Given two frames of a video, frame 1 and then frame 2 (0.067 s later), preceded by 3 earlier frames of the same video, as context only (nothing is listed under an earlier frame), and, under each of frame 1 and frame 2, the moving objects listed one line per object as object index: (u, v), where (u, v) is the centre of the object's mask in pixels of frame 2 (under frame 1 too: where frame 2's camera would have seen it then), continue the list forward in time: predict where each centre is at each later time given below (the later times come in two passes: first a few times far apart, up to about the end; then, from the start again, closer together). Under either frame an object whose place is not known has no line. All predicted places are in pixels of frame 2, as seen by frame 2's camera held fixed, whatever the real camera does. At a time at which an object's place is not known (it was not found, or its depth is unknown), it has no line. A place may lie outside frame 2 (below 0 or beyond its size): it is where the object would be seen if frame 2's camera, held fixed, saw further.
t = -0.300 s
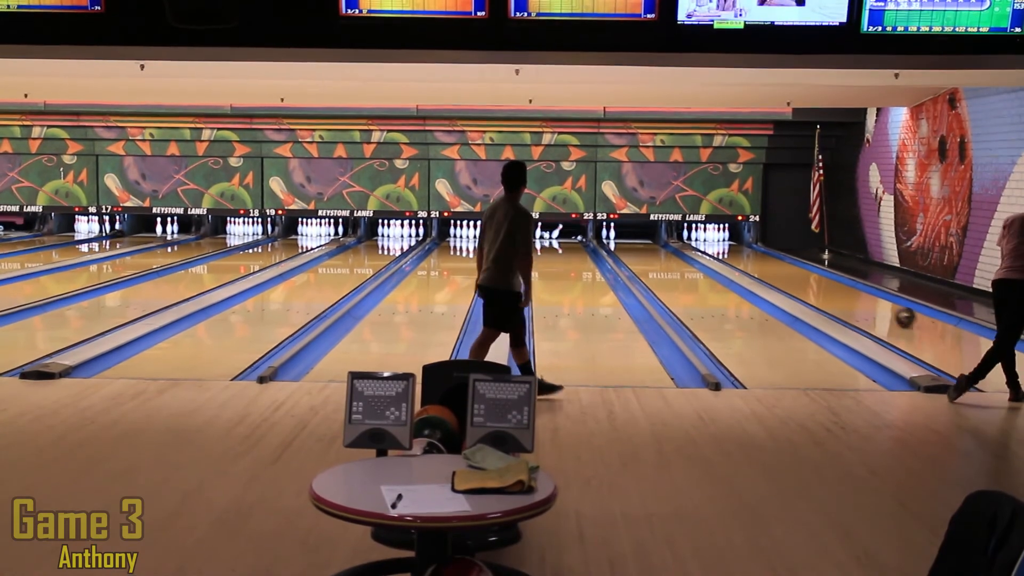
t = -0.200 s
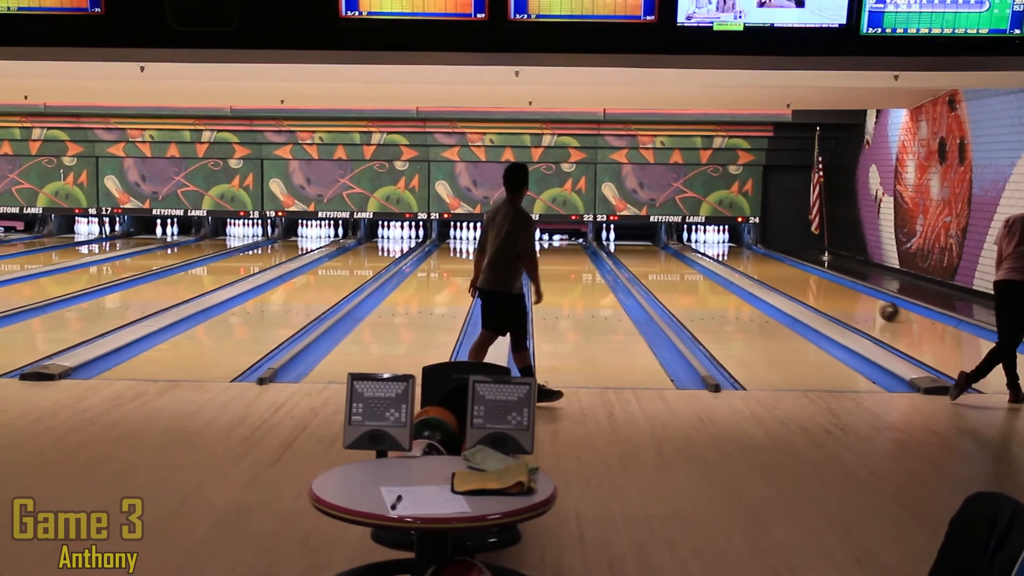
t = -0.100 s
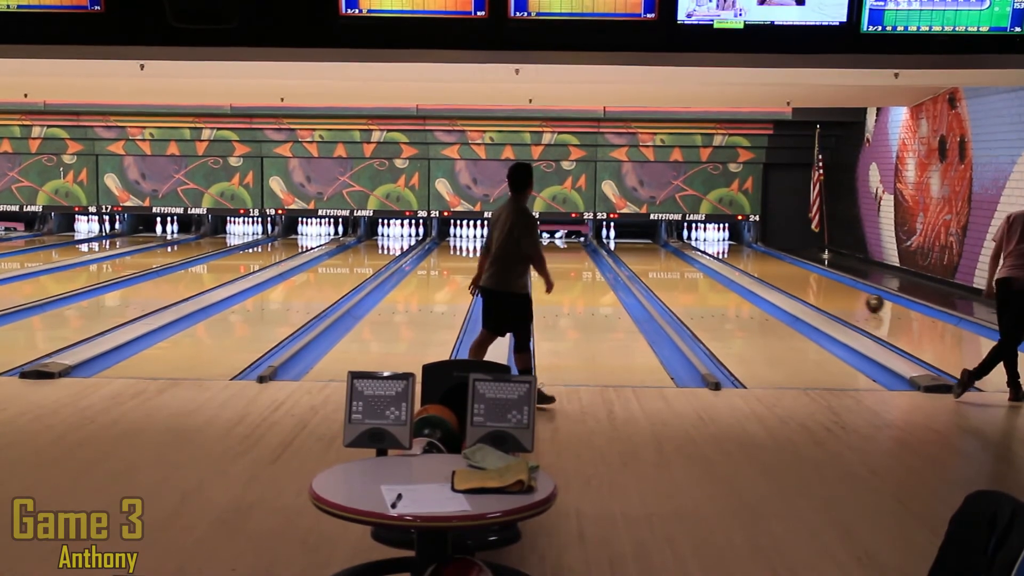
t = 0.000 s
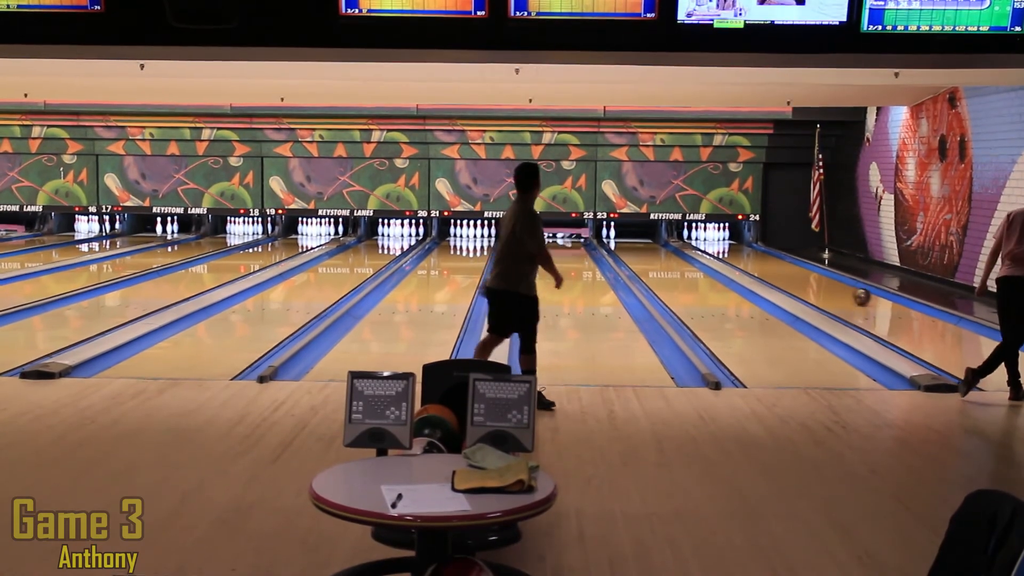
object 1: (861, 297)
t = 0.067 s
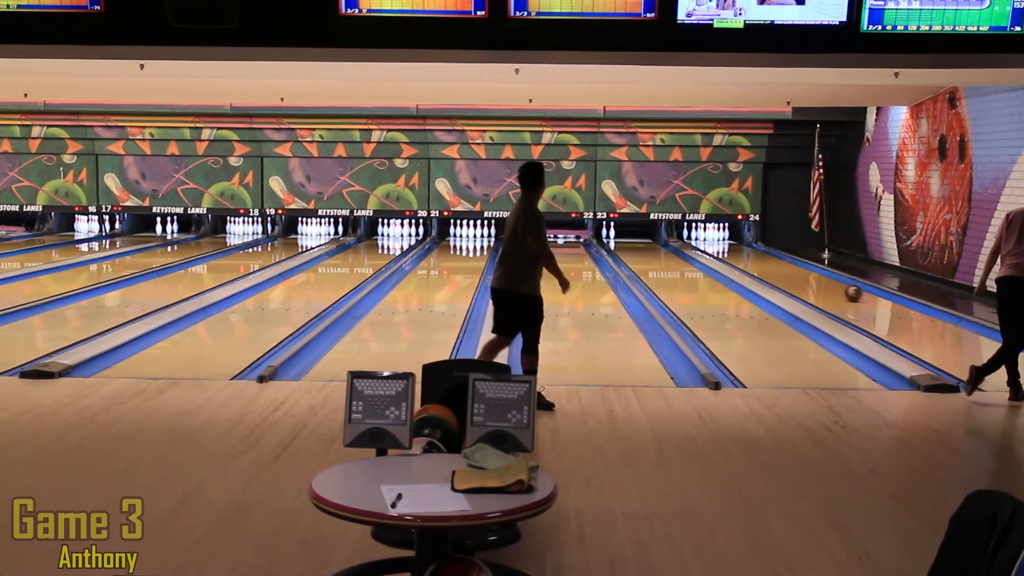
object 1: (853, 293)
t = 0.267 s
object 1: (831, 284)
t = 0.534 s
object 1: (806, 273)
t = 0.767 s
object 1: (787, 265)
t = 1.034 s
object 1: (768, 257)
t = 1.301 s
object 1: (751, 250)
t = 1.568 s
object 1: (736, 246)
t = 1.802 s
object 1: (721, 241)
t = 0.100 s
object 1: (850, 292)
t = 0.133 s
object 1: (846, 290)
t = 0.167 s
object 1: (842, 288)
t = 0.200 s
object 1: (838, 287)
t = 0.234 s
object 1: (835, 285)
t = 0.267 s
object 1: (831, 284)
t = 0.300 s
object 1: (828, 282)
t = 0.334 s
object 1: (824, 281)
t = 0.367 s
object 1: (821, 279)
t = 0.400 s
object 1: (818, 278)
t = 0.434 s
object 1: (815, 276)
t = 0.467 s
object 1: (811, 275)
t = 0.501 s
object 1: (809, 274)
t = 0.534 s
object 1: (806, 273)
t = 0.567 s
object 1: (803, 272)
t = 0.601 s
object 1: (800, 270)
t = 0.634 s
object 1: (797, 269)
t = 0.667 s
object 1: (795, 268)
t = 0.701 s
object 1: (792, 267)
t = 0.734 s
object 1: (789, 265)
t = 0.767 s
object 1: (787, 265)
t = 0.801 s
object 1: (784, 263)
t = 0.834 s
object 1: (782, 263)
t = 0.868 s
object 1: (780, 262)
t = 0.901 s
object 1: (777, 261)
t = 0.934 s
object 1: (775, 260)
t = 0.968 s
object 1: (772, 259)
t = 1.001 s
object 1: (770, 258)
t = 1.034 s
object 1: (768, 257)
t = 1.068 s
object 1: (766, 256)
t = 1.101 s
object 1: (763, 255)
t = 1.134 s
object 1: (761, 254)
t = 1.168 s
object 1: (759, 254)
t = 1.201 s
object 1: (757, 253)
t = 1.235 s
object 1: (755, 251)
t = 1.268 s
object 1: (753, 251)
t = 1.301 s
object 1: (751, 250)
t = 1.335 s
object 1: (749, 250)
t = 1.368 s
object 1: (747, 249)
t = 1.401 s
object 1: (746, 248)
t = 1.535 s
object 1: (737, 246)
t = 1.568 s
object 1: (736, 246)
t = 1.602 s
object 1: (733, 244)
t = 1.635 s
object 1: (730, 244)
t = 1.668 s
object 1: (729, 243)
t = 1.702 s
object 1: (727, 242)
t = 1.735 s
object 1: (725, 242)
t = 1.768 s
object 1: (723, 241)
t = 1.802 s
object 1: (721, 241)
